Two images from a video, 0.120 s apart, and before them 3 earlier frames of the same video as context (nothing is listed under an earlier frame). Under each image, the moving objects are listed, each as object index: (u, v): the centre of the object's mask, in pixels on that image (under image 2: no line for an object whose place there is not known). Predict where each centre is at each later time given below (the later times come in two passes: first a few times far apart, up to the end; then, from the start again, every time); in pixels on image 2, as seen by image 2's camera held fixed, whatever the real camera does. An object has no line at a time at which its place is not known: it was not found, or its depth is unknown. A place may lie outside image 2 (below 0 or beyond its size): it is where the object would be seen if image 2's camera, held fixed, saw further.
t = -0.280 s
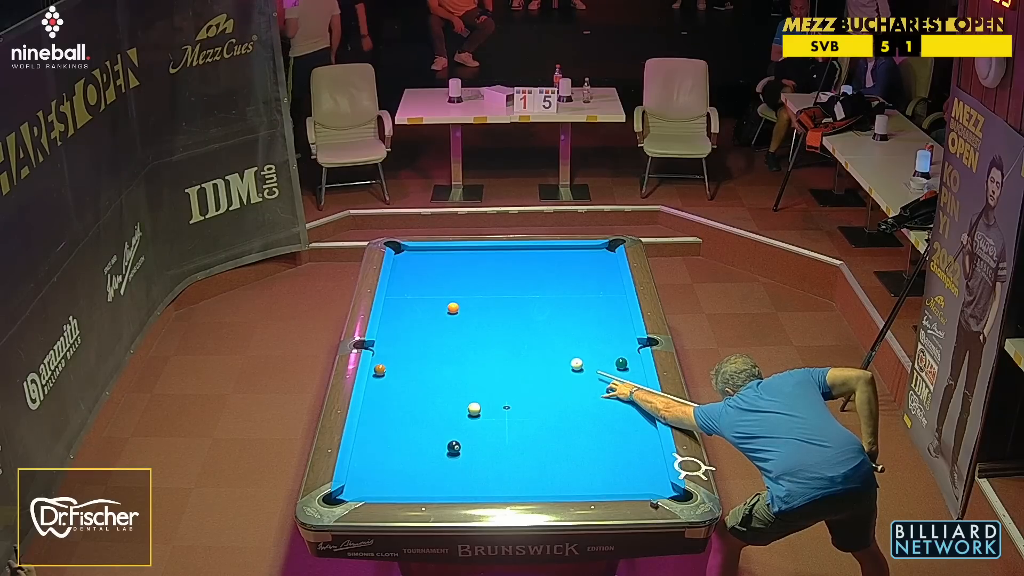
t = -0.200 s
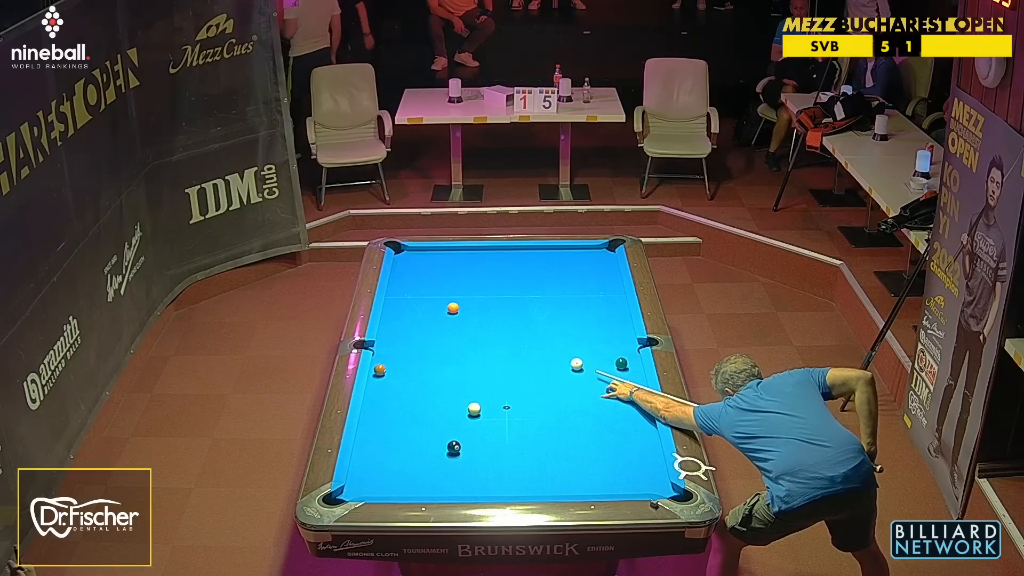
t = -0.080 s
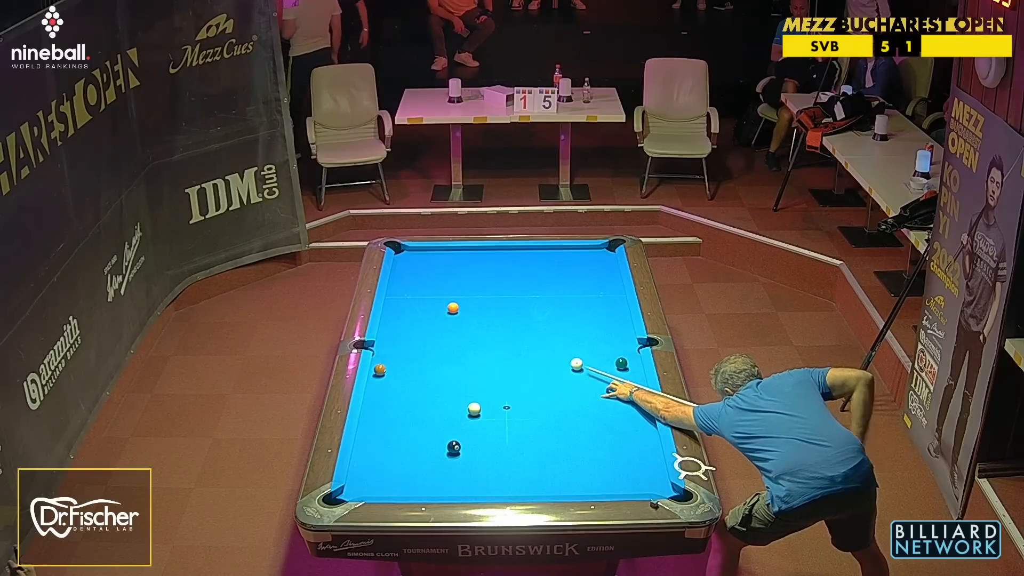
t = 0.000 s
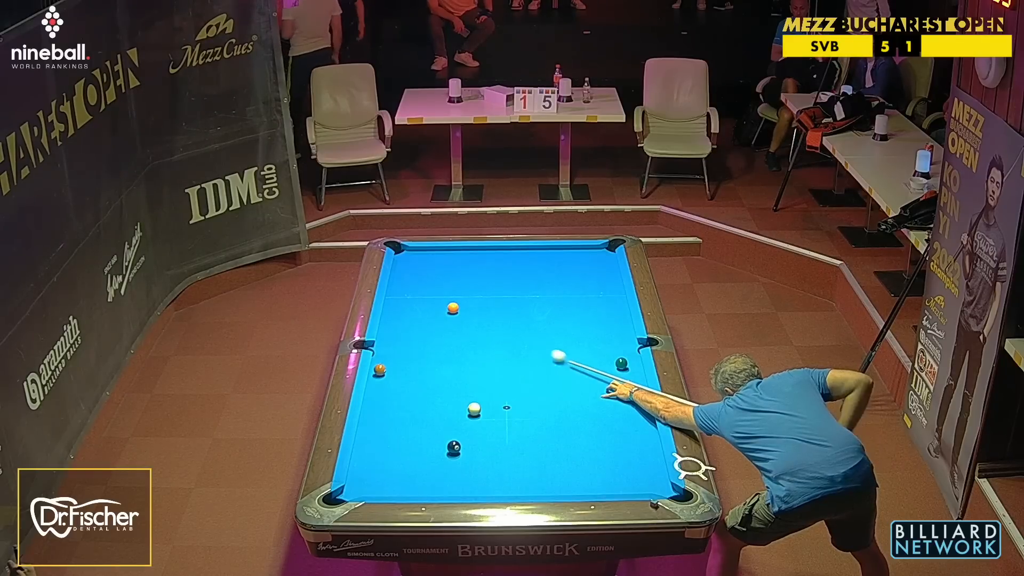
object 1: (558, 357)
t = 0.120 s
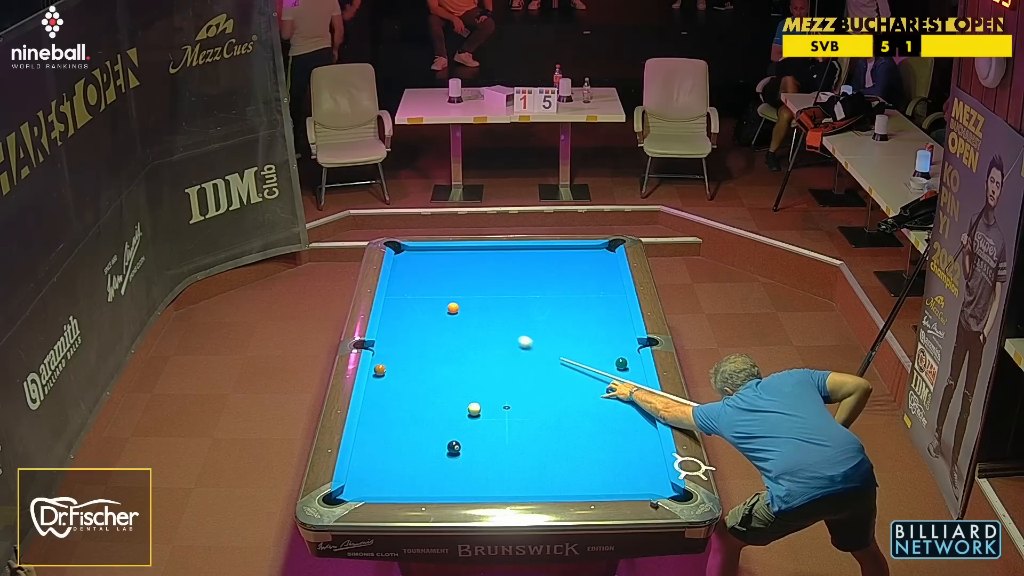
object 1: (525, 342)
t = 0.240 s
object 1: (497, 330)
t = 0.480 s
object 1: (451, 313)
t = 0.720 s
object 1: (419, 312)
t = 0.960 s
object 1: (389, 310)
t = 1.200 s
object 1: (403, 309)
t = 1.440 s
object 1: (417, 309)
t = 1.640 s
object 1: (429, 308)
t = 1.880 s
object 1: (442, 307)
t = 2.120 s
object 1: (454, 307)
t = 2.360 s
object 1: (465, 307)
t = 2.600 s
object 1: (475, 306)
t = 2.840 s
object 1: (485, 306)
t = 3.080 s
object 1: (493, 305)
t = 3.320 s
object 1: (501, 305)
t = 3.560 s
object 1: (508, 305)
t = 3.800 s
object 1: (513, 304)
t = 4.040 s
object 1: (519, 304)
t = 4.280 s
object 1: (523, 304)
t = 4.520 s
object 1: (526, 304)
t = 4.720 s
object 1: (529, 304)
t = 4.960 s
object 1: (530, 304)
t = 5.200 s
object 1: (531, 304)
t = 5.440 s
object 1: (532, 304)
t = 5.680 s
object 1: (531, 304)
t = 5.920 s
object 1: (531, 304)
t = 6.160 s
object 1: (531, 304)
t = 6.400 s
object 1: (531, 304)
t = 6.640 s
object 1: (531, 304)
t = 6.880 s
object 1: (531, 304)
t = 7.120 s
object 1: (531, 304)
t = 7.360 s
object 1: (531, 304)
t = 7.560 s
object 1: (531, 304)
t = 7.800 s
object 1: (531, 304)
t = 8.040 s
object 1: (531, 304)
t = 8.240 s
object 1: (531, 304)
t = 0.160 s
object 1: (515, 338)
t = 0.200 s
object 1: (506, 334)
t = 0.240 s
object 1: (497, 330)
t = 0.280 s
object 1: (488, 327)
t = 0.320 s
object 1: (480, 323)
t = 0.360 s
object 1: (471, 319)
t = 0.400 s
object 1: (463, 316)
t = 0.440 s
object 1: (456, 313)
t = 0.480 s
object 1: (451, 313)
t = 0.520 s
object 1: (446, 314)
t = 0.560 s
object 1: (441, 314)
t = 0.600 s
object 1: (435, 313)
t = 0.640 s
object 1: (430, 313)
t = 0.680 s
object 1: (425, 313)
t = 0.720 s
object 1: (419, 312)
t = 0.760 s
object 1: (414, 312)
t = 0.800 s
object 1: (409, 312)
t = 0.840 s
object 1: (404, 311)
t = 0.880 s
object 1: (399, 311)
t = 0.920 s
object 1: (394, 310)
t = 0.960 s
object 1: (389, 310)
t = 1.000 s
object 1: (389, 310)
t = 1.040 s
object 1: (392, 310)
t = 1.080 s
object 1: (395, 310)
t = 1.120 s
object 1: (398, 310)
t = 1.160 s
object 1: (400, 309)
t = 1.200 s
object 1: (403, 309)
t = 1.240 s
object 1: (405, 309)
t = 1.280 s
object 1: (408, 309)
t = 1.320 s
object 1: (410, 309)
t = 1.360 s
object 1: (412, 309)
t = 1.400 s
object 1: (415, 309)
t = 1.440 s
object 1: (417, 309)
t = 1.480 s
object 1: (420, 308)
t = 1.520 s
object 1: (422, 308)
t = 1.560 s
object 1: (424, 308)
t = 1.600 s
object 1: (426, 308)
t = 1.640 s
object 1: (429, 308)
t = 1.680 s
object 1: (431, 308)
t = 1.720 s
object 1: (433, 308)
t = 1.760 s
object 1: (436, 308)
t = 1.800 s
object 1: (438, 308)
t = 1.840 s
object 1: (440, 307)
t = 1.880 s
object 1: (442, 307)
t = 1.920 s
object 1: (444, 307)
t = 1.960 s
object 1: (446, 307)
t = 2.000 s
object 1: (448, 307)
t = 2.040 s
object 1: (450, 307)
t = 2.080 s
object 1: (452, 307)
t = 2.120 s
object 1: (454, 307)
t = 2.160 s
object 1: (456, 307)
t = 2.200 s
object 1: (458, 307)
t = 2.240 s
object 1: (460, 307)
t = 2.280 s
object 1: (461, 307)
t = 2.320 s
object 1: (463, 307)
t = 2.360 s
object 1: (465, 307)
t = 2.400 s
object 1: (467, 307)
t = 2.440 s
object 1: (469, 307)
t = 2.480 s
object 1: (470, 307)
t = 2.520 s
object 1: (472, 306)
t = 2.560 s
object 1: (474, 306)
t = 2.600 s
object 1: (475, 306)
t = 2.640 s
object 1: (477, 306)
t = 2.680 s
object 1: (479, 306)
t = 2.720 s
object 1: (480, 306)
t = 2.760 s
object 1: (482, 306)
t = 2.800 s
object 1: (483, 306)
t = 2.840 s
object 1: (485, 306)
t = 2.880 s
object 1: (486, 306)
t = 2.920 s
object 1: (488, 306)
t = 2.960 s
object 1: (489, 306)
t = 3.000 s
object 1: (490, 306)
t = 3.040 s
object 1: (492, 305)
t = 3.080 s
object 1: (493, 305)
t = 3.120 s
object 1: (494, 305)
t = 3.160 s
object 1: (496, 305)
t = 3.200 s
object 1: (497, 305)
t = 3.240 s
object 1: (498, 305)
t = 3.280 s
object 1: (500, 305)
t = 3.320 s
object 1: (501, 305)
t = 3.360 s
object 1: (502, 305)
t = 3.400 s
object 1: (503, 305)
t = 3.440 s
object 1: (504, 305)
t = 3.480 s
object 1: (505, 305)
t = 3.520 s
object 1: (507, 305)
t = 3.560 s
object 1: (508, 305)
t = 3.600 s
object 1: (509, 305)
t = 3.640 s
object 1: (510, 305)
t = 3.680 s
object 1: (511, 305)
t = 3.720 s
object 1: (512, 305)
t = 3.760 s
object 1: (513, 305)
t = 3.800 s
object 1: (513, 304)
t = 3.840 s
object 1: (515, 304)
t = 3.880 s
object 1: (515, 304)
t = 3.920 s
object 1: (516, 304)
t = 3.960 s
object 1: (517, 304)
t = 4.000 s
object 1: (518, 304)
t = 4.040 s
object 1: (519, 304)
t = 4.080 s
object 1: (519, 304)
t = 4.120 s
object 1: (520, 304)
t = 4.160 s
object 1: (521, 304)
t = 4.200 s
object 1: (521, 304)
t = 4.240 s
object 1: (522, 304)
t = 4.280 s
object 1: (523, 304)
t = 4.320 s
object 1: (524, 304)
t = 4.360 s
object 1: (524, 304)
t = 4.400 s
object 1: (525, 304)
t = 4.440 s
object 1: (525, 304)
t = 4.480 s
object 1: (526, 304)
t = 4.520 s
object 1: (526, 304)
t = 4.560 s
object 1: (527, 304)
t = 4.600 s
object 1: (527, 304)
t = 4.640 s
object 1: (528, 304)
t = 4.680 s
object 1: (528, 304)
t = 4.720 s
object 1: (529, 304)
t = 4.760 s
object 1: (529, 304)
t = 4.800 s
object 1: (529, 304)
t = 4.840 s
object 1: (530, 304)
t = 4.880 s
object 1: (530, 304)
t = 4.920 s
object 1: (530, 304)
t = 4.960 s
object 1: (530, 304)
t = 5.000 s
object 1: (531, 304)
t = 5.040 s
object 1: (531, 304)
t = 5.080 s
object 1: (531, 304)
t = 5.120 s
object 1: (531, 304)
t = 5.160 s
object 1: (531, 304)
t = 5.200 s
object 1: (531, 304)
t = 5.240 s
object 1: (531, 304)
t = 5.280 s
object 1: (532, 304)
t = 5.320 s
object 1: (532, 304)
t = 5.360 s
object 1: (532, 304)
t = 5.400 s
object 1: (532, 304)
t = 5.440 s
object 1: (532, 304)
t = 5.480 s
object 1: (532, 304)
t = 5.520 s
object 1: (532, 303)
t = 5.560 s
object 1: (532, 303)
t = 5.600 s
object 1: (531, 303)
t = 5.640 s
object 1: (531, 303)
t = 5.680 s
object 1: (531, 304)
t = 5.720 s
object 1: (531, 304)
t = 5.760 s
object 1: (531, 304)
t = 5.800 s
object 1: (531, 304)
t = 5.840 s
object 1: (532, 303)
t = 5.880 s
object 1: (531, 304)
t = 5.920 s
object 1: (531, 304)
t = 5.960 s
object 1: (531, 304)
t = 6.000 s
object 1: (531, 304)
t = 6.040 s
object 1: (531, 304)
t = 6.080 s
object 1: (531, 304)
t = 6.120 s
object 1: (531, 304)
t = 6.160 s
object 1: (531, 304)
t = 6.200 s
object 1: (531, 304)
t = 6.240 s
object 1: (531, 303)
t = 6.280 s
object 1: (531, 303)
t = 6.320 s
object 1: (531, 304)
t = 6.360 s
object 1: (531, 304)
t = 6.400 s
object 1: (531, 304)
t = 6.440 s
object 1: (531, 304)
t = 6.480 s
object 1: (531, 304)
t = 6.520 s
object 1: (531, 304)
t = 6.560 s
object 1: (531, 304)
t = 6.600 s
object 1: (531, 304)
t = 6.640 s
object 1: (531, 304)
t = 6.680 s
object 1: (531, 304)
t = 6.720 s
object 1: (531, 304)
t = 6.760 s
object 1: (531, 304)
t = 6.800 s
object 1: (531, 304)
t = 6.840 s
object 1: (531, 304)
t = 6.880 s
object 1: (531, 304)
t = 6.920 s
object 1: (531, 304)
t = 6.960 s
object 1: (531, 304)
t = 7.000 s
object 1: (531, 304)
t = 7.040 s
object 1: (531, 304)
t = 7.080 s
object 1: (531, 304)
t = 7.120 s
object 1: (531, 304)
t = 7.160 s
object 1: (531, 304)
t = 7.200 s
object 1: (531, 304)
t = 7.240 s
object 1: (531, 304)
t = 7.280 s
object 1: (531, 304)
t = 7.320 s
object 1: (531, 304)
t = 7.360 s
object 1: (531, 304)
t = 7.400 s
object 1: (531, 304)
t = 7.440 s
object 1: (531, 304)
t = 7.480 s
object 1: (531, 304)
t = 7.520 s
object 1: (531, 304)
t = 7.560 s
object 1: (531, 304)
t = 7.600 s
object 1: (531, 304)
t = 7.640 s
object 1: (531, 304)
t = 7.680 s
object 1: (531, 304)
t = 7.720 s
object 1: (531, 304)
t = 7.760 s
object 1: (531, 304)
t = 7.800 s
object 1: (531, 304)
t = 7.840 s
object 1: (531, 304)
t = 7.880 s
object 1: (531, 304)
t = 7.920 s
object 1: (531, 304)
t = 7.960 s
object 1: (531, 304)
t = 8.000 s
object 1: (531, 304)
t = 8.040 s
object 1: (531, 304)
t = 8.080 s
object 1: (531, 304)
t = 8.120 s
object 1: (531, 304)
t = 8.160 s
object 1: (531, 304)
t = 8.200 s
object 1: (531, 304)
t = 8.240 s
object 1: (531, 304)
